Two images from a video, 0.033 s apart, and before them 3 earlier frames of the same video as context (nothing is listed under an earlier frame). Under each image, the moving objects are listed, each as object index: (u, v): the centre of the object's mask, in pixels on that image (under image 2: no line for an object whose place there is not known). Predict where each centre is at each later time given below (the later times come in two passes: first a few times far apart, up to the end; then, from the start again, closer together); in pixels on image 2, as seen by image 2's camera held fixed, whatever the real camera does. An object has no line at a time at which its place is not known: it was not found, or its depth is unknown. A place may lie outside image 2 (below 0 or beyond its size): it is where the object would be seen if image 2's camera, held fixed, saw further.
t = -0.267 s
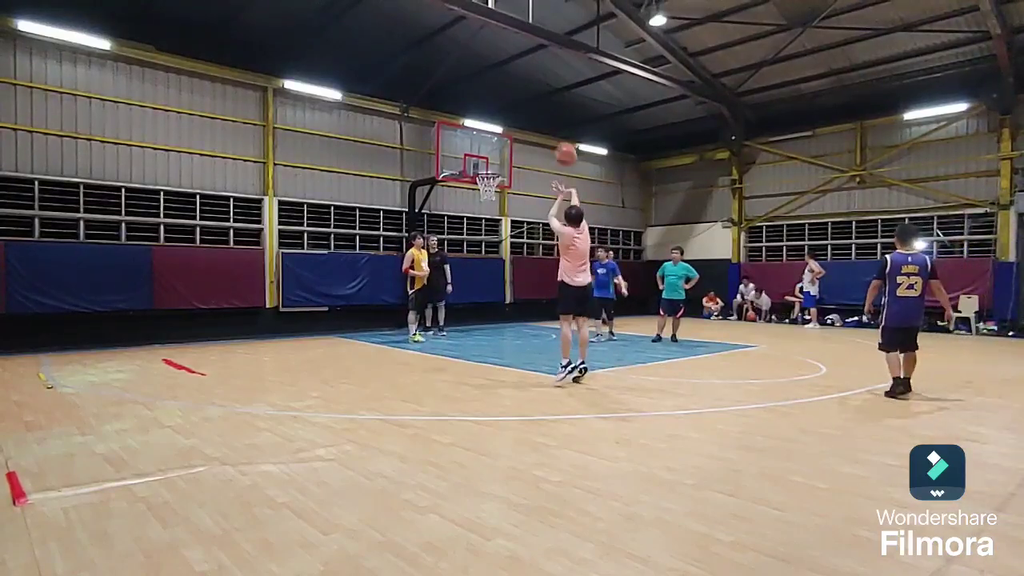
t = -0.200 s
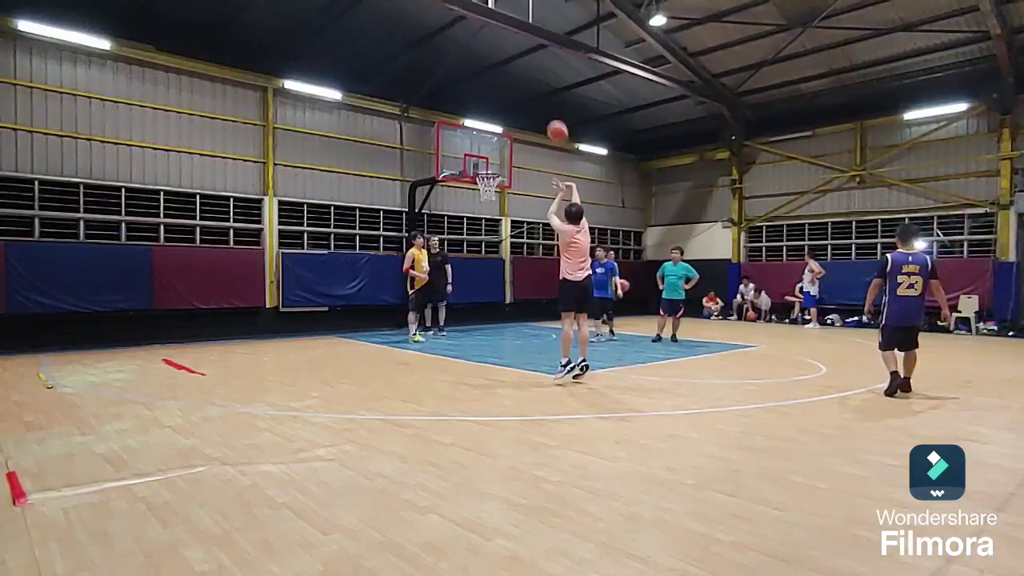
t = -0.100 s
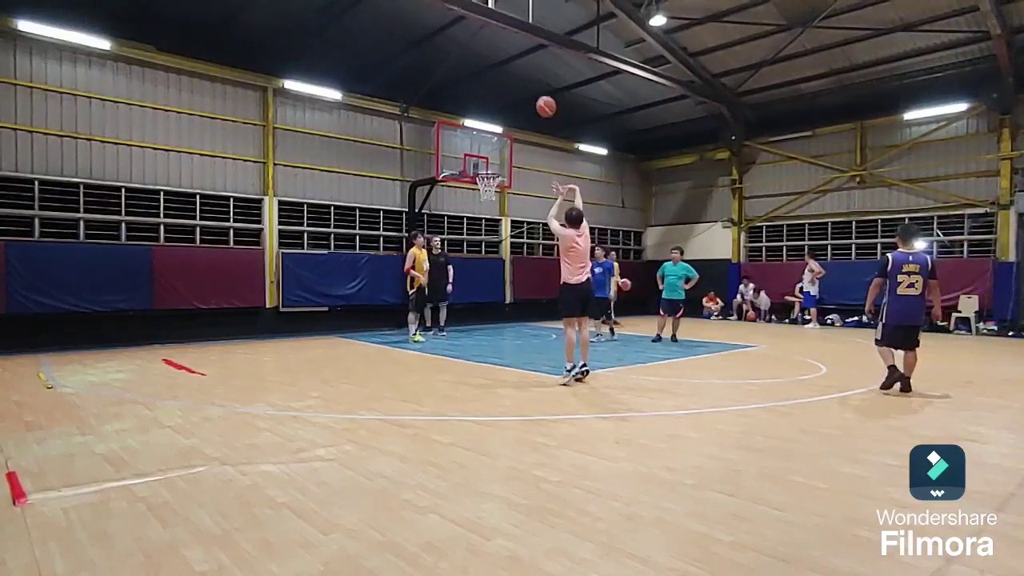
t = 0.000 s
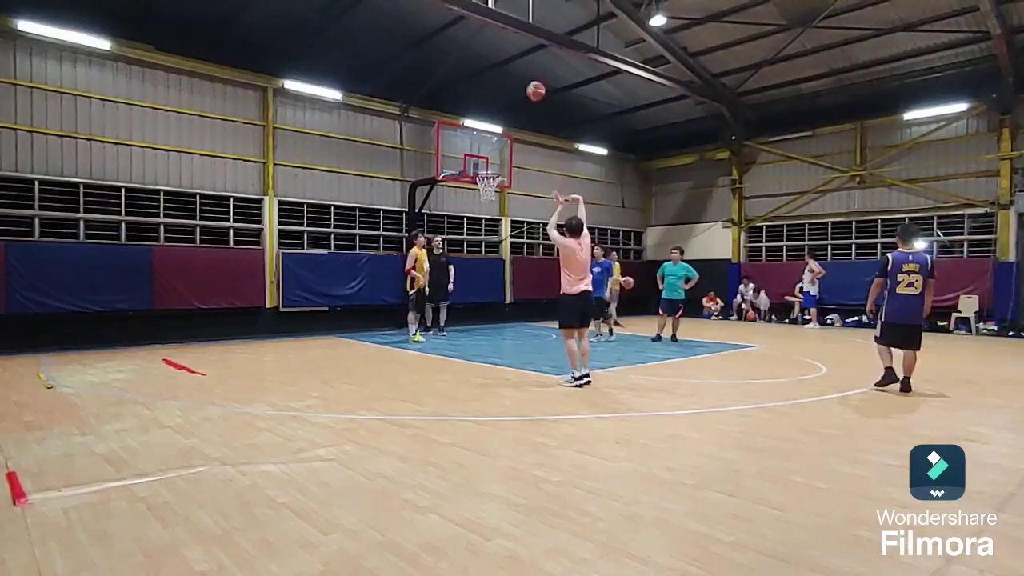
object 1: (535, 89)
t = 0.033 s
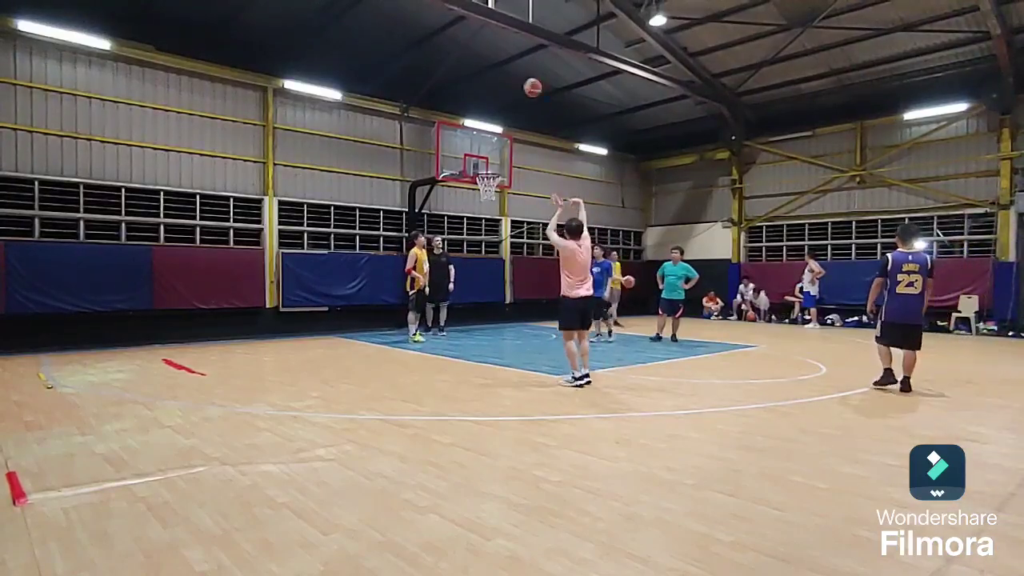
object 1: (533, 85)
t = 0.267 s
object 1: (513, 85)
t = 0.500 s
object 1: (497, 114)
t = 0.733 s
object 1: (483, 168)
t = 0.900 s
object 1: (495, 183)
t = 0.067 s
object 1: (529, 84)
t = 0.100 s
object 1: (526, 83)
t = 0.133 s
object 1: (522, 81)
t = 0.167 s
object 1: (520, 81)
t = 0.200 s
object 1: (517, 82)
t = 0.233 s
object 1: (515, 82)
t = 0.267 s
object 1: (513, 85)
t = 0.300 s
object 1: (510, 87)
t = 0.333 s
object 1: (508, 89)
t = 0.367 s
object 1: (506, 94)
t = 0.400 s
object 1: (503, 99)
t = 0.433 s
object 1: (502, 103)
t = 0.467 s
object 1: (499, 110)
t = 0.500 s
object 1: (497, 114)
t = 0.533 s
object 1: (495, 120)
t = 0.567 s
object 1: (493, 126)
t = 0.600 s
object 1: (492, 136)
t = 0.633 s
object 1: (490, 142)
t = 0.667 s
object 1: (487, 151)
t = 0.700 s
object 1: (486, 158)
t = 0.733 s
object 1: (483, 168)
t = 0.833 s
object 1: (492, 183)
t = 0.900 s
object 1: (495, 183)
